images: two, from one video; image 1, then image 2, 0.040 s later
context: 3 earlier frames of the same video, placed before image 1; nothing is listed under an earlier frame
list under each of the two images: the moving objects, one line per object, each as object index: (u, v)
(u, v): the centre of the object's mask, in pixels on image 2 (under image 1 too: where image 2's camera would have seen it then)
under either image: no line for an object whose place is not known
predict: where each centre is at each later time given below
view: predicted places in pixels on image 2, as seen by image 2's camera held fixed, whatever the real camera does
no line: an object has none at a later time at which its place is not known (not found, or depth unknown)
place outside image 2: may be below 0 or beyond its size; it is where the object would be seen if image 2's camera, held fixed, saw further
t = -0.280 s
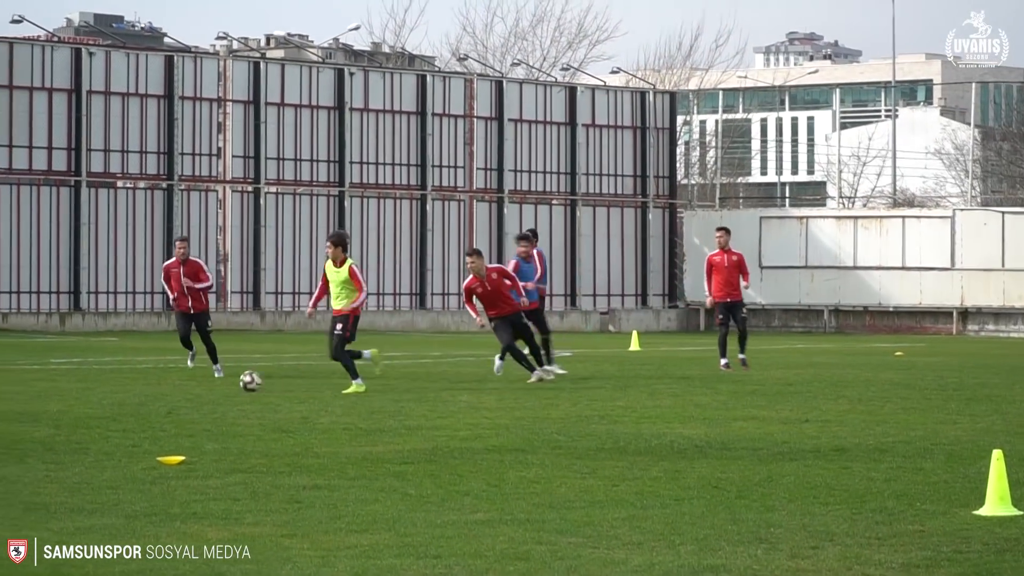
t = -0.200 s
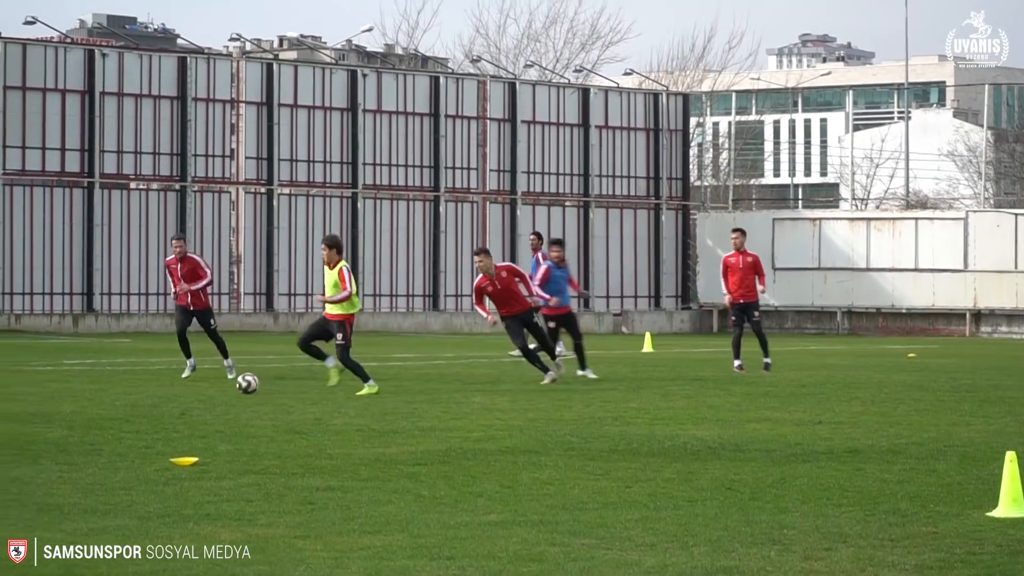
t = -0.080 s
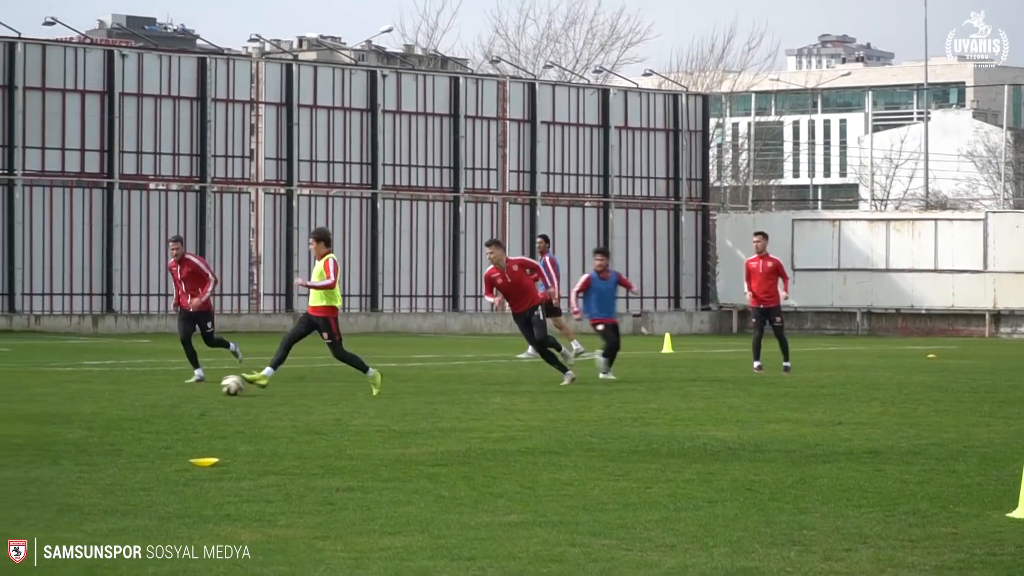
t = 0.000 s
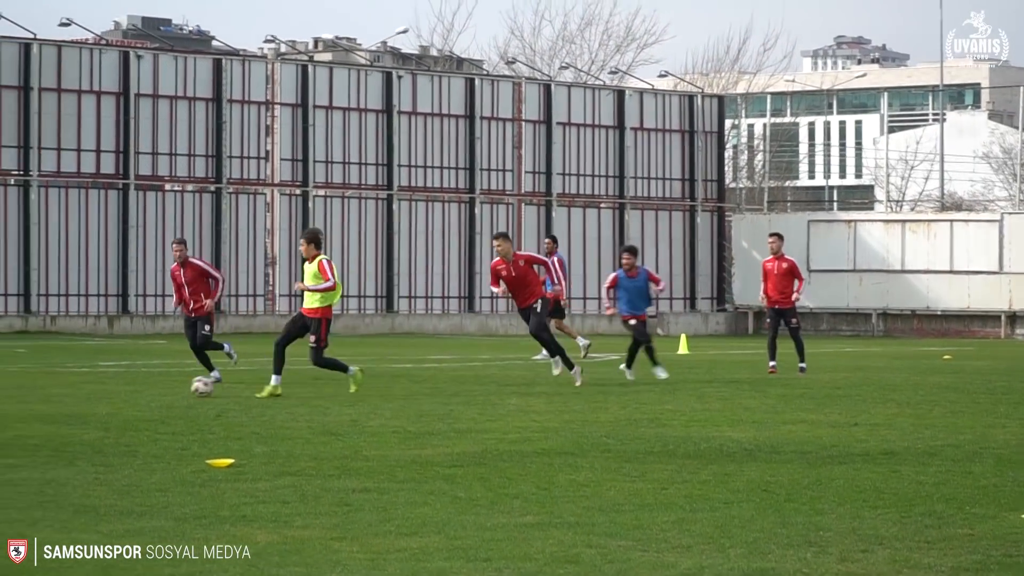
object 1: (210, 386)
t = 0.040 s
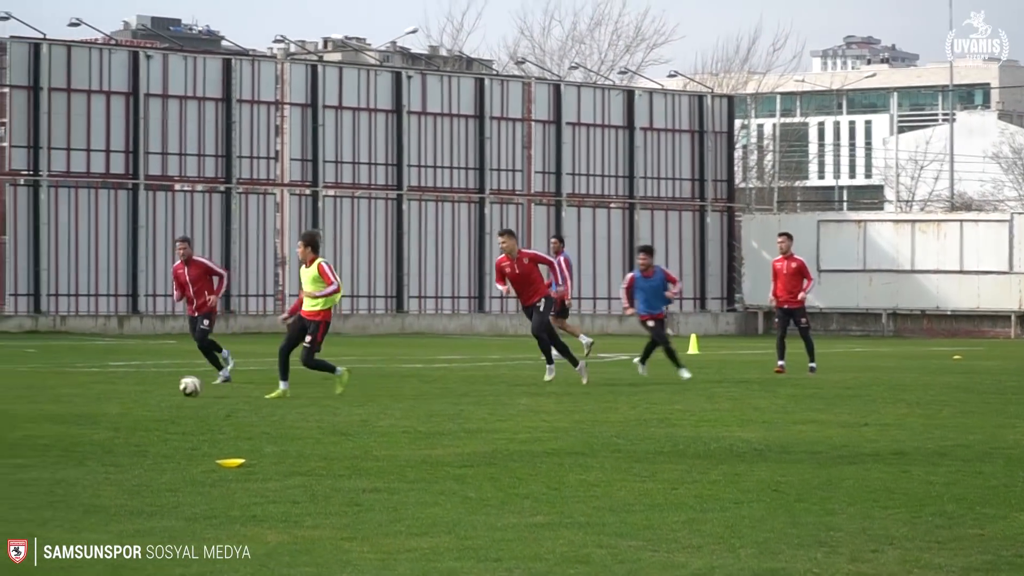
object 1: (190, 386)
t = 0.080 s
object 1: (171, 384)
